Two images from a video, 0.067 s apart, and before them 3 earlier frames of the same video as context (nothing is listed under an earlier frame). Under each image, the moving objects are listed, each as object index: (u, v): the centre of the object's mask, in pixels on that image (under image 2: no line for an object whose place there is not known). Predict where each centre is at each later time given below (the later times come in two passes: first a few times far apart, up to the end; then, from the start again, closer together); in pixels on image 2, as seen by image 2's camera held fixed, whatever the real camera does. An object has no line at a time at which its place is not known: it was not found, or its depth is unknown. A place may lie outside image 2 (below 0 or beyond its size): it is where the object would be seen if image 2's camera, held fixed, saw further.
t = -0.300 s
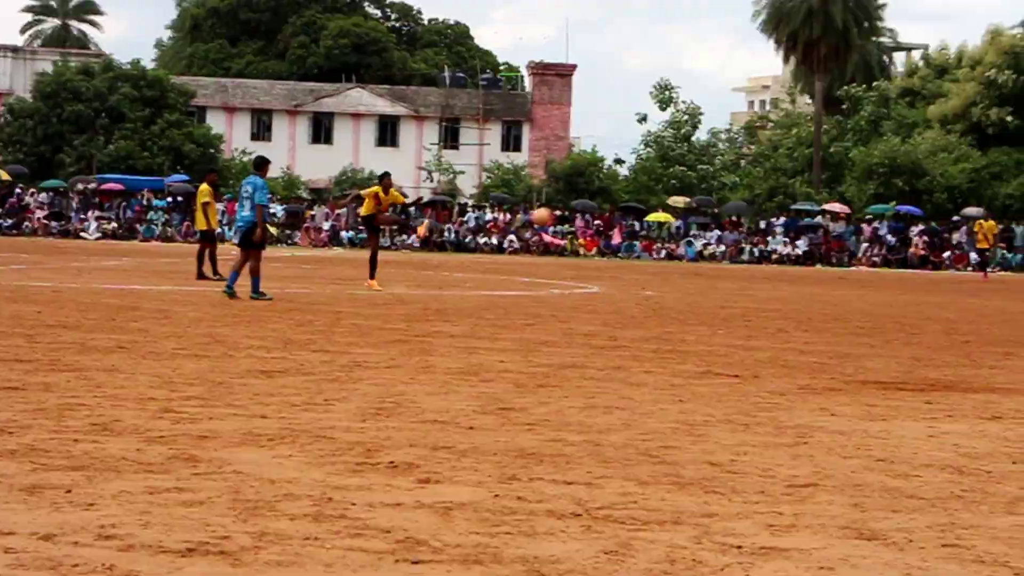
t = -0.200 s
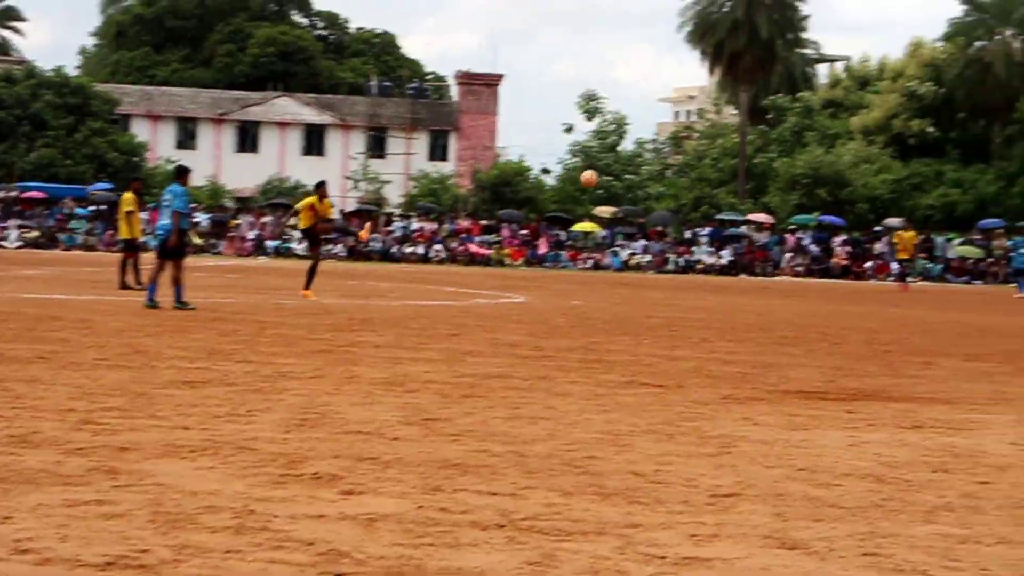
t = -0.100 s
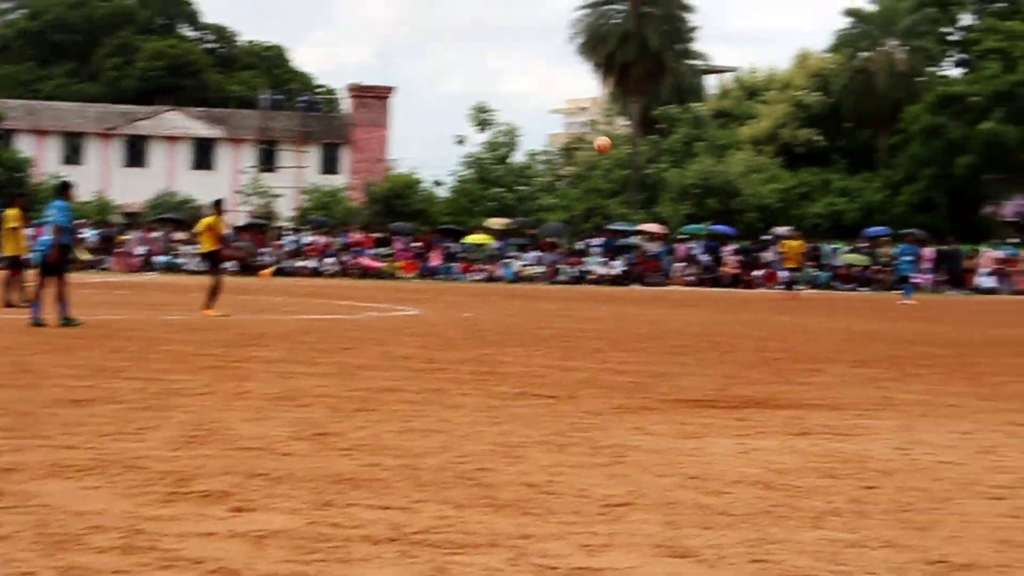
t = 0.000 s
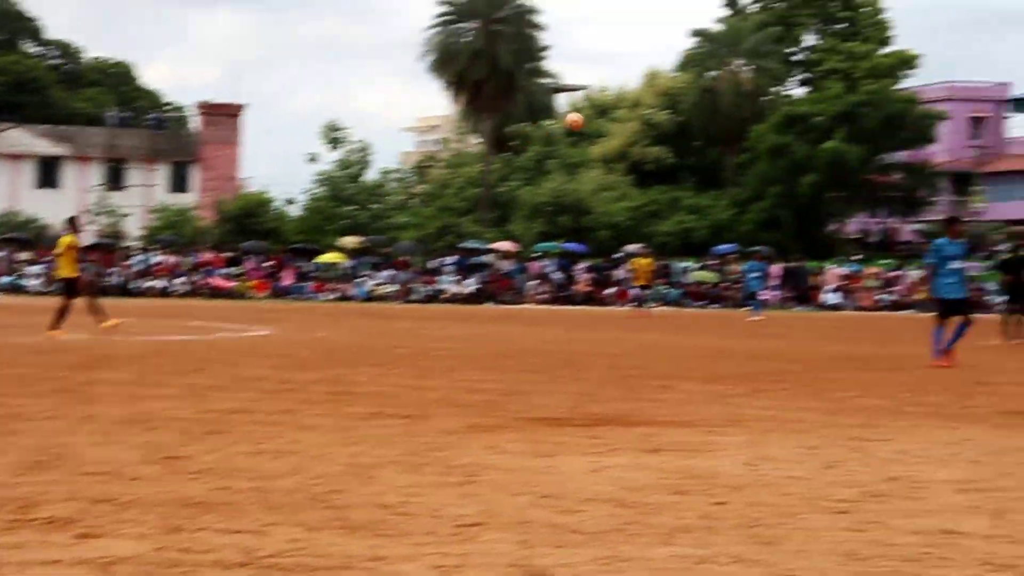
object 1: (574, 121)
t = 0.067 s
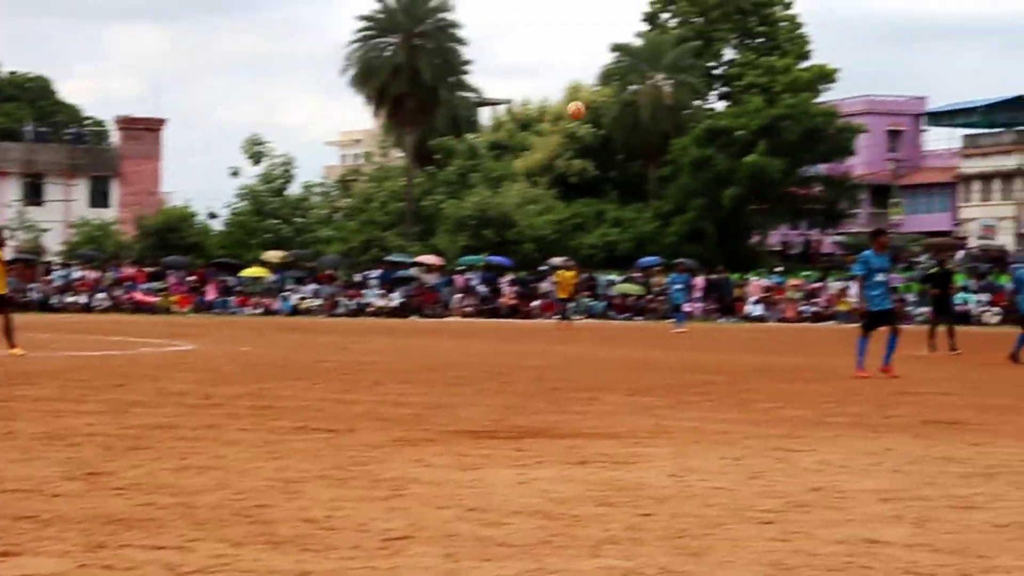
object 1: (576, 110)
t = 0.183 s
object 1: (713, 71)
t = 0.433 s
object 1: (1031, 7)
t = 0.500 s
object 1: (1121, -5)
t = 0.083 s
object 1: (596, 104)
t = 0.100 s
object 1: (616, 99)
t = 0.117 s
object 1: (634, 93)
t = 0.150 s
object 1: (674, 82)
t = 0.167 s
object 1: (693, 77)
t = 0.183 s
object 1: (713, 71)
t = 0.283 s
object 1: (835, 42)
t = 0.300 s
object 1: (856, 38)
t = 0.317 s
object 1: (878, 32)
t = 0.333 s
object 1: (898, 28)
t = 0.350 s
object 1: (920, 23)
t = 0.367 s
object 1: (942, 20)
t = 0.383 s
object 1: (965, 17)
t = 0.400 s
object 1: (987, 14)
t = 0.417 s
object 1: (1009, 11)
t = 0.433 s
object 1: (1031, 7)
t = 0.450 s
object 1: (1053, 4)
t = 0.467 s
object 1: (1075, 0)
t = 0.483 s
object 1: (1097, -3)
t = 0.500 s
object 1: (1121, -5)
